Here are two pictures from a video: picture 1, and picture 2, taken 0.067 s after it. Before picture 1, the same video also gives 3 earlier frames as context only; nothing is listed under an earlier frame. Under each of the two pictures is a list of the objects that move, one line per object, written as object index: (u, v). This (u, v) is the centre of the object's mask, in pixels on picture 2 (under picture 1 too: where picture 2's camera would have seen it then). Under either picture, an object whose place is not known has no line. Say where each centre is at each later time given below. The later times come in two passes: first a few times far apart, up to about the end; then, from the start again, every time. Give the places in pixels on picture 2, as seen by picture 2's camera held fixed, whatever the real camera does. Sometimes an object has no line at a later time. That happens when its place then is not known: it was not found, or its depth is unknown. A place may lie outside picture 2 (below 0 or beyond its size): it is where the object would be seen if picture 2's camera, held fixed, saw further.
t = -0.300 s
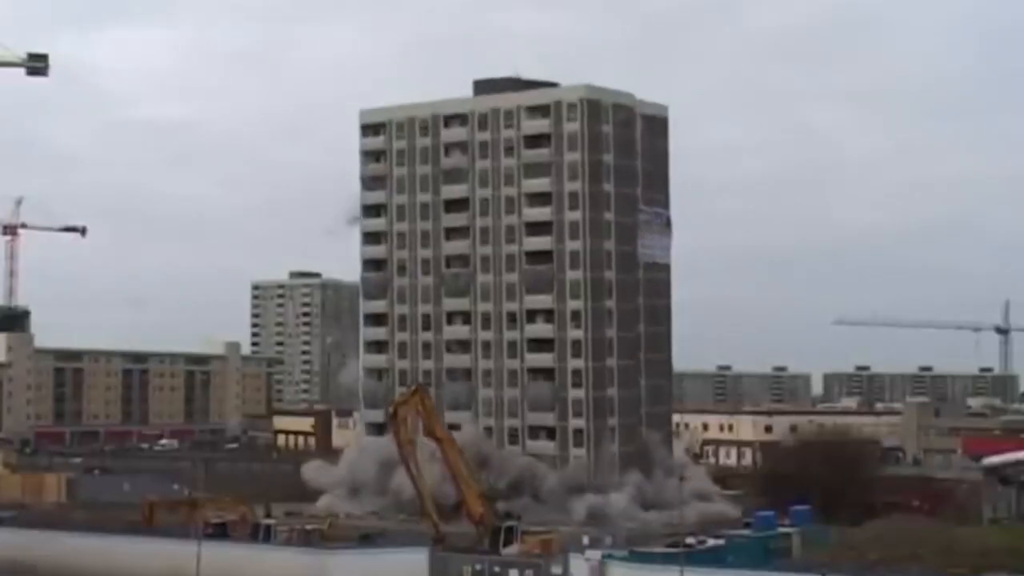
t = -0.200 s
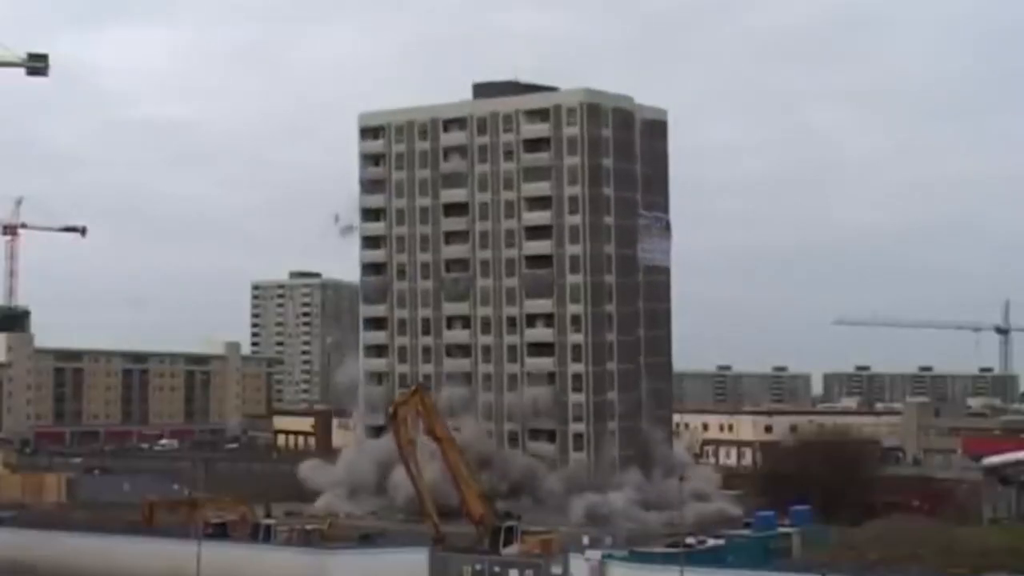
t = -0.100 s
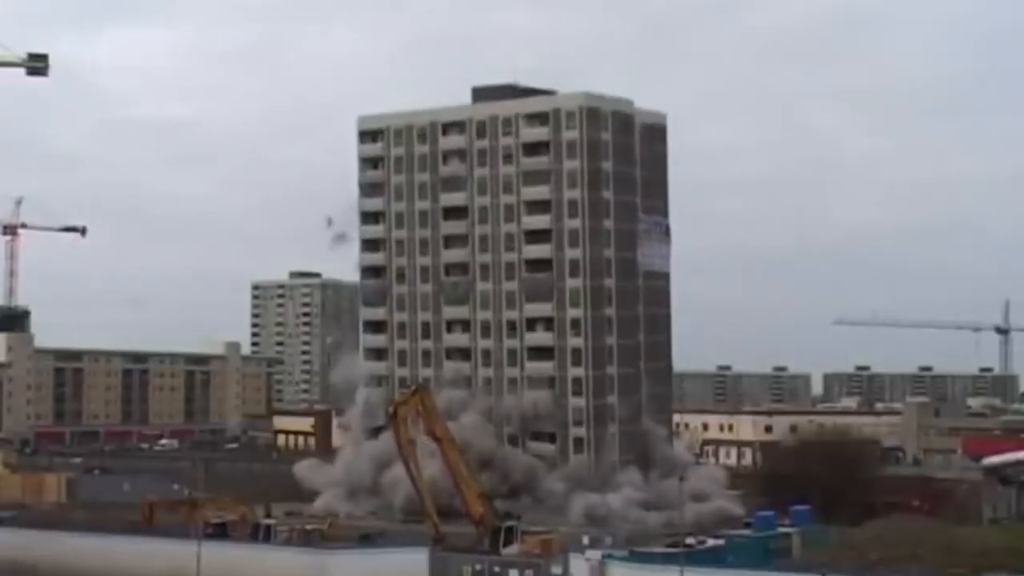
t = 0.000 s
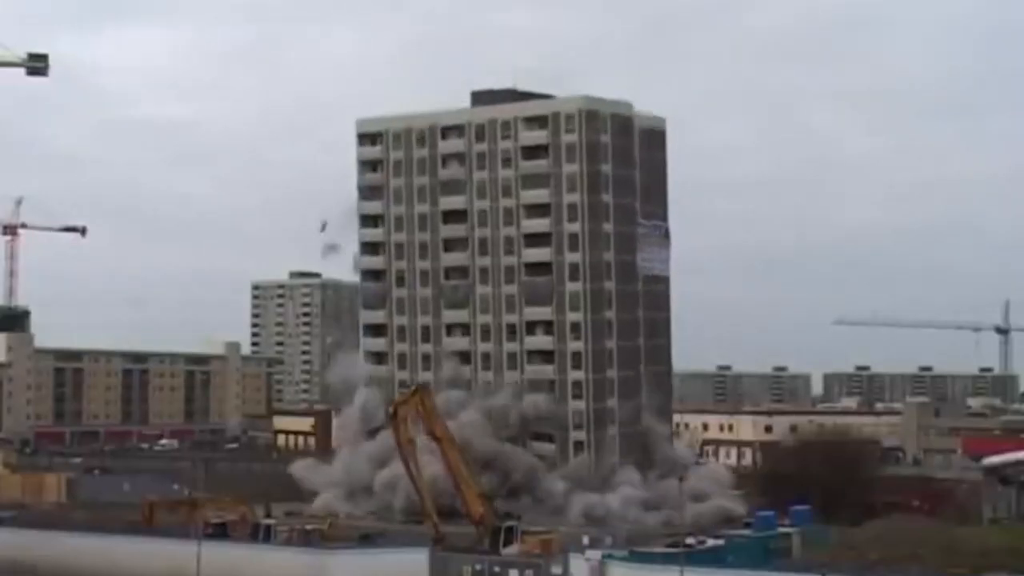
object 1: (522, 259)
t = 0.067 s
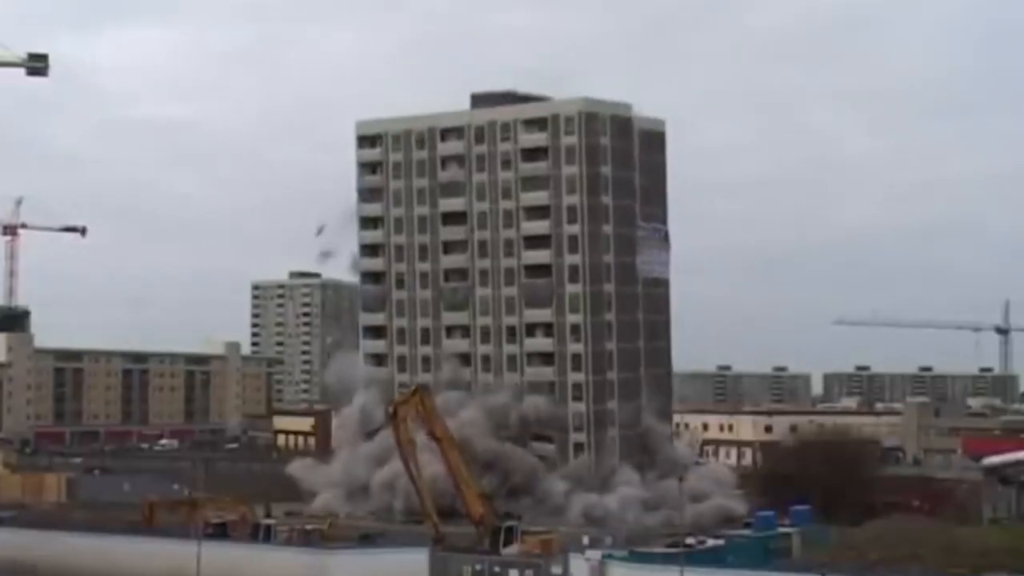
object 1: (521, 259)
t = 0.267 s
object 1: (521, 262)
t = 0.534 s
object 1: (521, 262)
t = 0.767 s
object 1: (518, 264)
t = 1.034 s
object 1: (515, 273)
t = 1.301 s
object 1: (510, 276)
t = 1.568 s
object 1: (507, 288)
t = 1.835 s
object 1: (501, 298)
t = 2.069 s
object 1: (496, 307)
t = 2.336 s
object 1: (495, 321)
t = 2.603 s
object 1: (492, 335)
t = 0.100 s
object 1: (521, 260)
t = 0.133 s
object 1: (521, 262)
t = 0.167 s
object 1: (521, 263)
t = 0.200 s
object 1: (521, 260)
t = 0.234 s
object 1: (521, 263)
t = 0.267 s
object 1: (521, 262)
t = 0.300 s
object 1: (521, 263)
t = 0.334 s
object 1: (521, 260)
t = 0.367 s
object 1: (520, 261)
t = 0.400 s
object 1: (520, 261)
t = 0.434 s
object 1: (521, 264)
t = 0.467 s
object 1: (521, 261)
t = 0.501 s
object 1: (521, 264)
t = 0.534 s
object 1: (521, 262)
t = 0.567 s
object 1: (520, 262)
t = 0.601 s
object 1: (521, 265)
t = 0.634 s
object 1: (519, 262)
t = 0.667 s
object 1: (519, 261)
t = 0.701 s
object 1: (518, 262)
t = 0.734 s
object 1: (518, 263)
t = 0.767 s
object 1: (518, 264)
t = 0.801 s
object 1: (518, 265)
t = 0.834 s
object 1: (517, 266)
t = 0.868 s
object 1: (517, 266)
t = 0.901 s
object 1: (516, 266)
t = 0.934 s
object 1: (516, 270)
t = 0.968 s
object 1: (516, 271)
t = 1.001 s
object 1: (516, 271)
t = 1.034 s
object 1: (515, 273)
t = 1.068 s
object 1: (514, 272)
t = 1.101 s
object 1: (513, 272)
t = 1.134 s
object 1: (512, 273)
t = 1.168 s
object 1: (512, 274)
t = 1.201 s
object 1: (512, 274)
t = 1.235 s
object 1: (511, 276)
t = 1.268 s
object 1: (511, 275)
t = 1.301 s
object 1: (510, 276)
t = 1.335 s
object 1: (510, 277)
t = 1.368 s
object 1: (509, 278)
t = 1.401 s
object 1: (509, 280)
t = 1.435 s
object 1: (508, 281)
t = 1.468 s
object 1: (509, 282)
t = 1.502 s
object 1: (508, 284)
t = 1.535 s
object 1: (508, 286)
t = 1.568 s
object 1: (507, 288)
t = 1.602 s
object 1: (507, 290)
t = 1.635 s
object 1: (505, 289)
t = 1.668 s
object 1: (504, 290)
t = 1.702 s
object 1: (505, 291)
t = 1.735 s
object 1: (504, 293)
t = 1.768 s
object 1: (503, 293)
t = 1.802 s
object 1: (502, 294)
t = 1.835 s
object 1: (501, 298)
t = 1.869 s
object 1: (499, 299)
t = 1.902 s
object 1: (498, 301)
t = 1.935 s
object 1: (498, 300)
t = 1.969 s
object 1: (498, 302)
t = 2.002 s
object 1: (496, 305)
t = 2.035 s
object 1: (496, 306)
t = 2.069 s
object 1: (496, 307)
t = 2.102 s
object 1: (495, 309)
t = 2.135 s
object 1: (494, 310)
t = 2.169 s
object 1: (494, 311)
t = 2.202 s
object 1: (495, 316)
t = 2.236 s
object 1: (494, 315)
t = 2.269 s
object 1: (495, 318)
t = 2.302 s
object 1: (495, 318)
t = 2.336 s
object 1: (495, 321)
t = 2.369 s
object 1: (494, 322)
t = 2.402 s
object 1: (493, 324)
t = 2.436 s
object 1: (493, 325)
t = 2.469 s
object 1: (492, 326)
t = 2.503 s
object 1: (493, 328)
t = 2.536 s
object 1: (493, 330)
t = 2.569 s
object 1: (492, 332)
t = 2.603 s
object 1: (492, 335)
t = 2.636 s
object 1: (494, 335)
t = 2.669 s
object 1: (493, 336)
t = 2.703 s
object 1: (493, 340)
